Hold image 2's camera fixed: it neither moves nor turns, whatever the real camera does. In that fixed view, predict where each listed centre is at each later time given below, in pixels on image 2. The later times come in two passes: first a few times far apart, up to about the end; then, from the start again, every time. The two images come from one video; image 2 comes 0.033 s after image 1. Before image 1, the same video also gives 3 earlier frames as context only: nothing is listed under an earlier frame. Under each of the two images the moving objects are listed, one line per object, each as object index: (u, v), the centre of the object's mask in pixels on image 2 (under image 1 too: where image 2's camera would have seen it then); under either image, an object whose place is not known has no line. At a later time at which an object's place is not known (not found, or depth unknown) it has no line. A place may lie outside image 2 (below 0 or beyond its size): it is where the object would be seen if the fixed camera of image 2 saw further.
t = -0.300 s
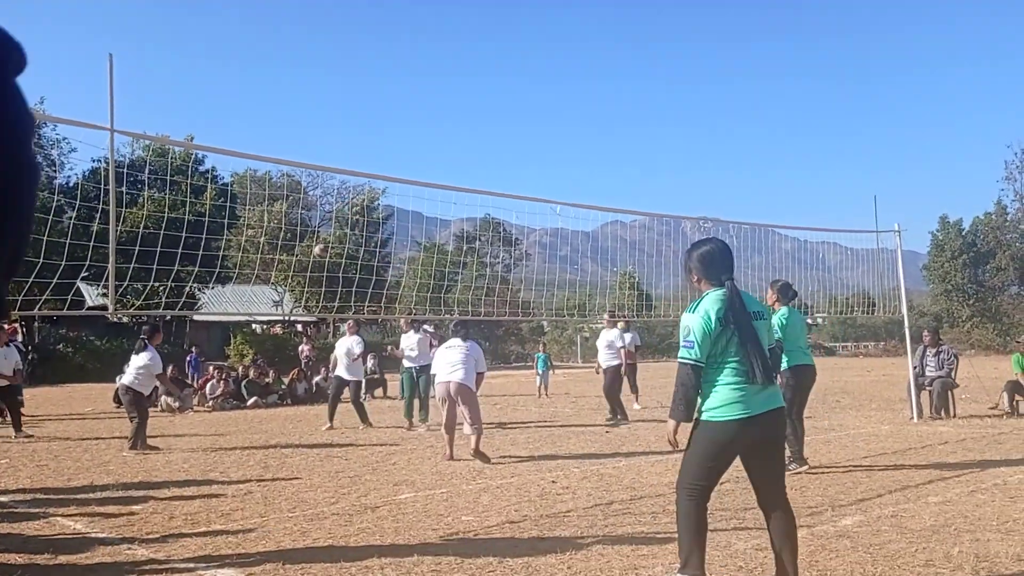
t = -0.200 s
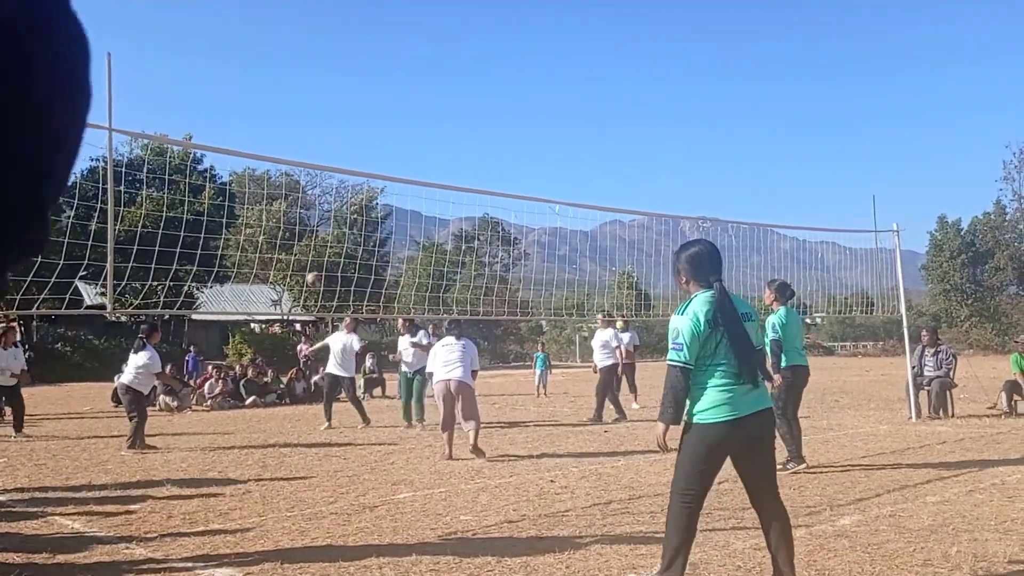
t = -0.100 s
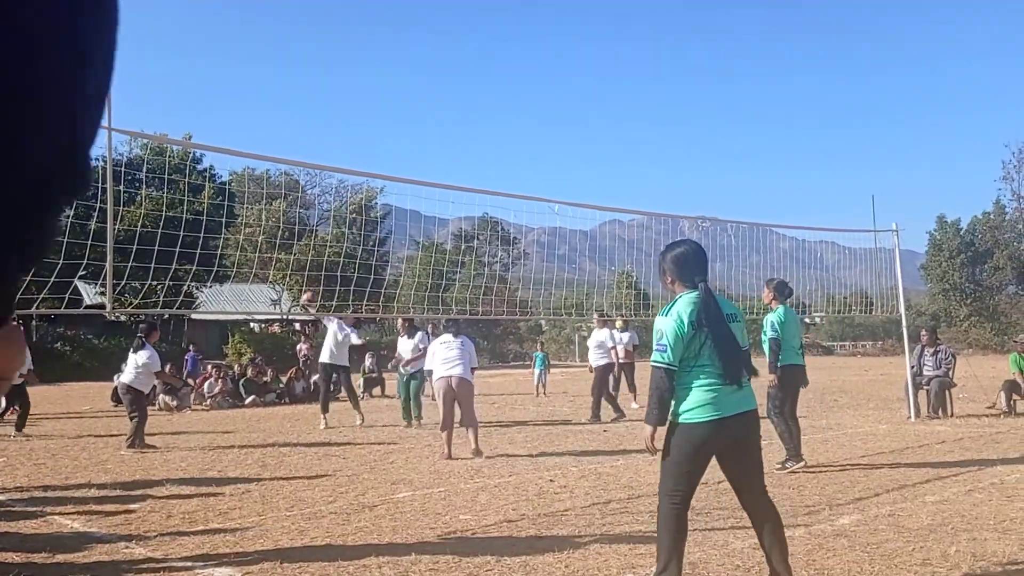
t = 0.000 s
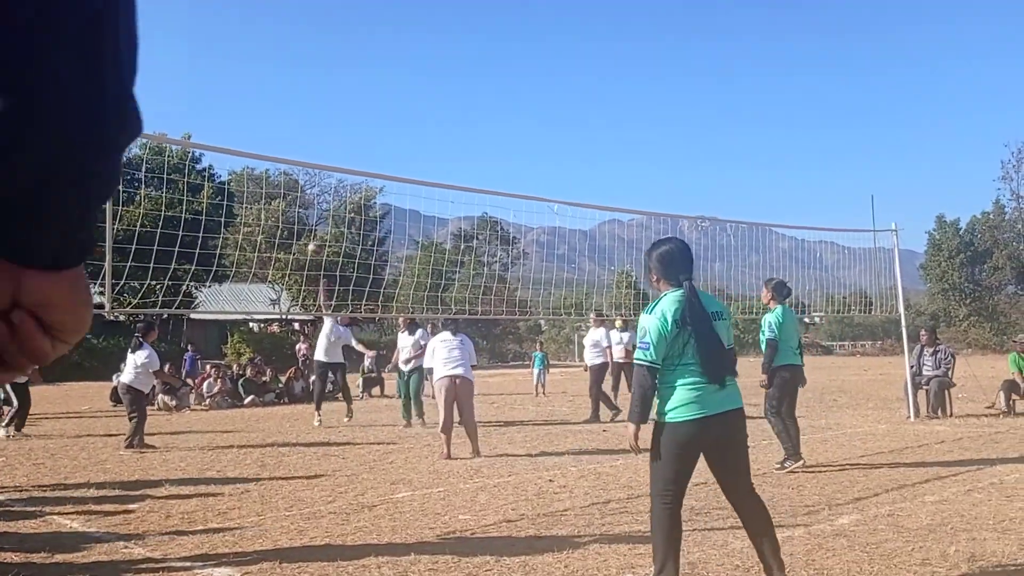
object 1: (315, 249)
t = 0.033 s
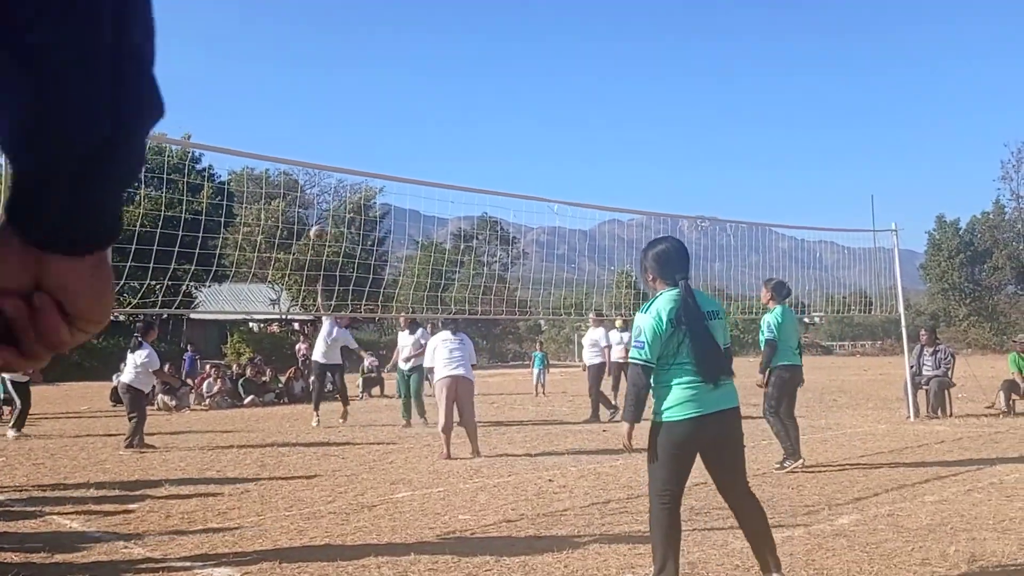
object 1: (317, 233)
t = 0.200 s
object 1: (332, 159)
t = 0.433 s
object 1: (354, 80)
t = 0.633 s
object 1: (379, 42)
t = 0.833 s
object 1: (414, 49)
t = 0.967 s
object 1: (445, 90)
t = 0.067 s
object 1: (320, 217)
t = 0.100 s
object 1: (323, 202)
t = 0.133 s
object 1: (325, 188)
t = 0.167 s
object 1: (327, 176)
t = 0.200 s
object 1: (332, 159)
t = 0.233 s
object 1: (334, 146)
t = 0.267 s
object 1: (337, 133)
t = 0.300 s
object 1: (340, 121)
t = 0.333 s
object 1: (343, 110)
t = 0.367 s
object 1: (347, 99)
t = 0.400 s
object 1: (350, 89)
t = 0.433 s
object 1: (354, 80)
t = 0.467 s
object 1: (358, 71)
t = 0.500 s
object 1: (362, 63)
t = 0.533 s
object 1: (366, 57)
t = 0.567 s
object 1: (370, 51)
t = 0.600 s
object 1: (374, 46)
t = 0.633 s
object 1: (379, 42)
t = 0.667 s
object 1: (384, 40)
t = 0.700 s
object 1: (389, 39)
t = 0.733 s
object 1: (395, 39)
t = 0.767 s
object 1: (401, 40)
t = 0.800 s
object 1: (407, 44)
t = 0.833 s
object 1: (414, 49)
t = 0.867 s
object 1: (421, 56)
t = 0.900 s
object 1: (429, 65)
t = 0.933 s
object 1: (437, 77)
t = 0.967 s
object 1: (445, 90)
